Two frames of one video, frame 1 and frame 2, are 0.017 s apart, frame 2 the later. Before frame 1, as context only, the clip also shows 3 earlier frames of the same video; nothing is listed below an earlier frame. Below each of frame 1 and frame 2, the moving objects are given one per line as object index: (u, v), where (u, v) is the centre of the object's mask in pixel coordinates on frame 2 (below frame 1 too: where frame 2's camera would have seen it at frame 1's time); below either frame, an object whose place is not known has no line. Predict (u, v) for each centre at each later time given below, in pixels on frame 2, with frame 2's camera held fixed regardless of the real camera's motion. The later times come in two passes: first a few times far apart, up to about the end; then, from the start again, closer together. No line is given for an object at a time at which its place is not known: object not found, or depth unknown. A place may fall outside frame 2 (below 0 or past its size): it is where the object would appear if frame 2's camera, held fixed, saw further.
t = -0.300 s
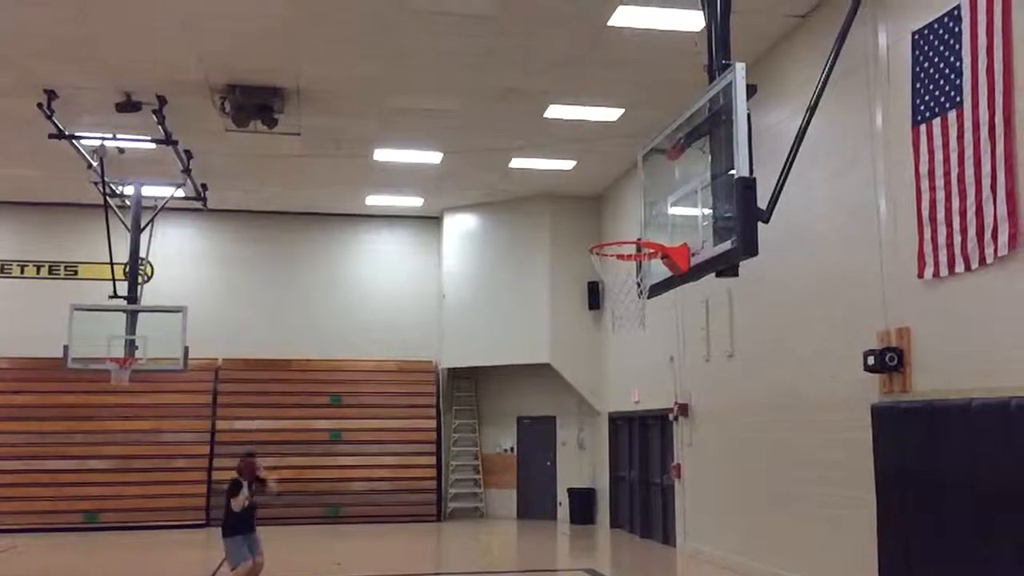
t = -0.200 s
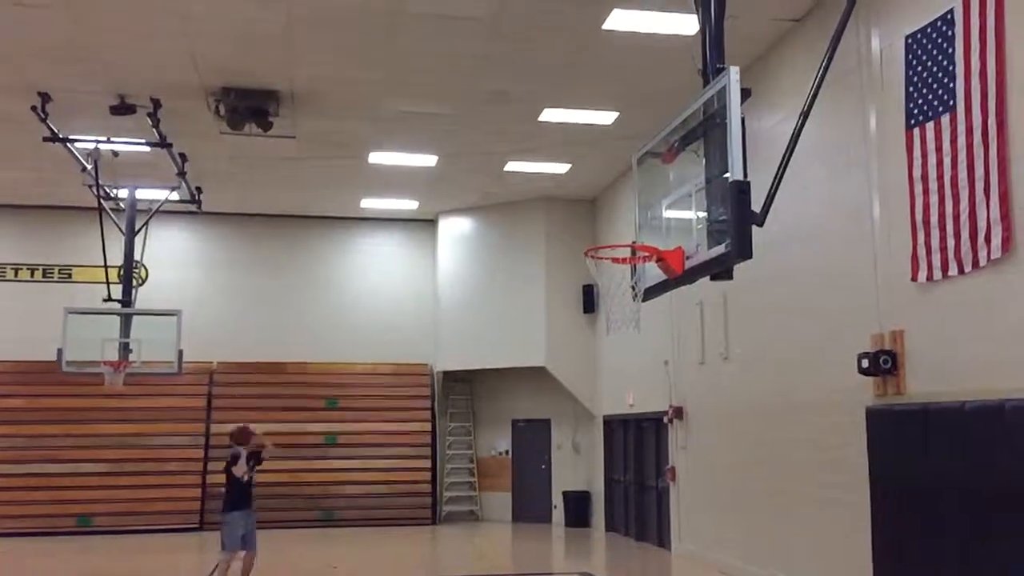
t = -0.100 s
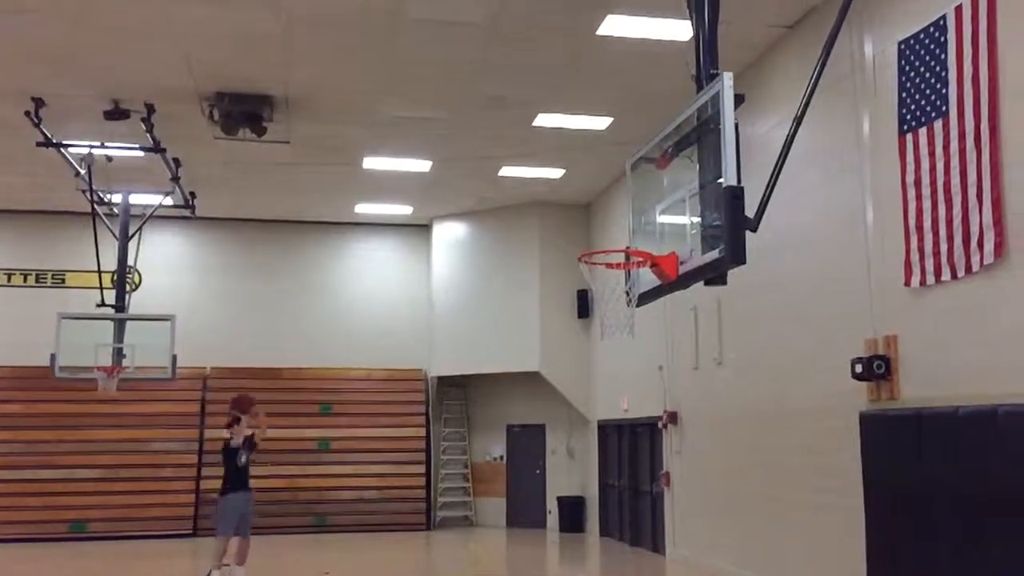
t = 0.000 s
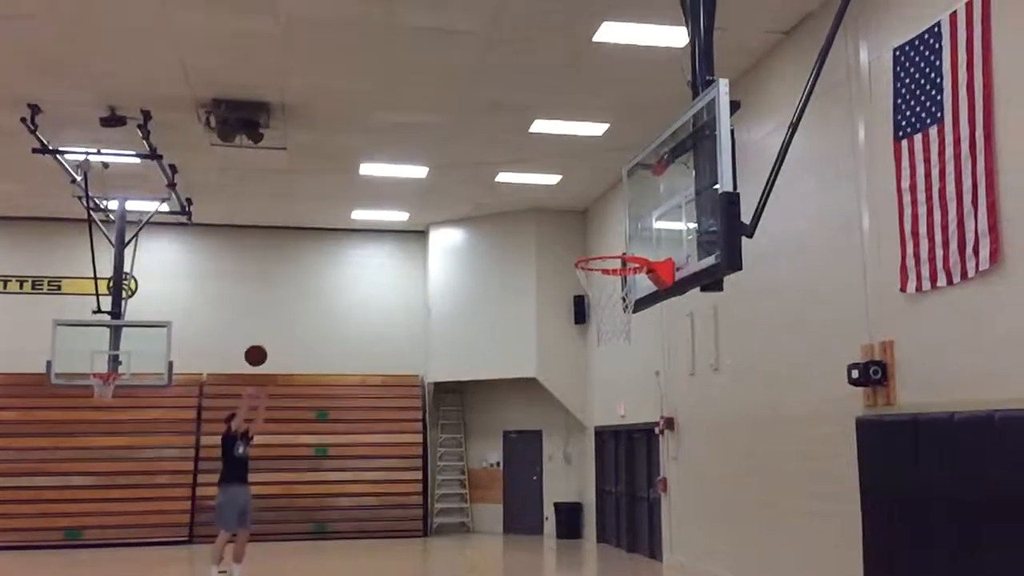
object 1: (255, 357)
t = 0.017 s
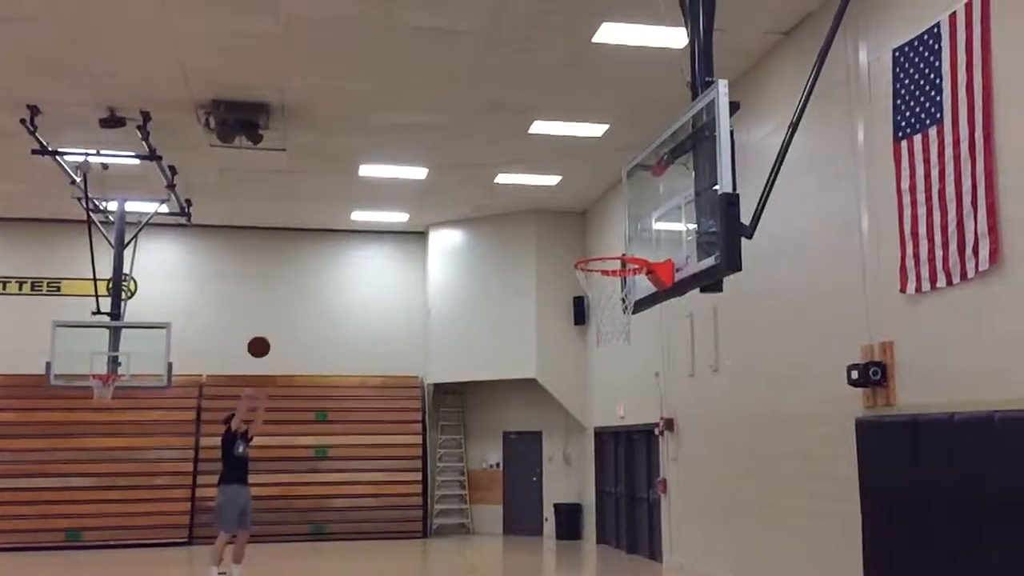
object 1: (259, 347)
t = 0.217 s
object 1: (302, 246)
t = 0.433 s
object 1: (354, 166)
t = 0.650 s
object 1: (416, 125)
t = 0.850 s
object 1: (482, 129)
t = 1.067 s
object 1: (572, 197)
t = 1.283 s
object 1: (597, 296)
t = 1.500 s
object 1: (586, 333)
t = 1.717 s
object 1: (580, 445)
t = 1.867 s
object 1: (576, 559)
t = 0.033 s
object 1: (262, 338)
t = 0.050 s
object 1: (266, 328)
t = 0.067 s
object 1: (269, 319)
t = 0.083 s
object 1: (273, 310)
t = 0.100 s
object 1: (276, 302)
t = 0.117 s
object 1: (280, 293)
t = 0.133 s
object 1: (284, 285)
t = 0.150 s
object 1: (287, 276)
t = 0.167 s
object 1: (291, 268)
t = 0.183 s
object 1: (295, 261)
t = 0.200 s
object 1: (299, 253)
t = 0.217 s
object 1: (302, 246)
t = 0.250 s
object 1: (310, 231)
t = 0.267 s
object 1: (314, 225)
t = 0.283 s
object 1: (318, 218)
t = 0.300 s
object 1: (322, 211)
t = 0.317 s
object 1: (326, 204)
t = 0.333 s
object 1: (330, 198)
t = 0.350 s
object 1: (334, 192)
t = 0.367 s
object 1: (338, 187)
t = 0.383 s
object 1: (342, 181)
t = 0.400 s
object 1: (346, 176)
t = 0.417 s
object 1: (350, 171)
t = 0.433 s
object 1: (354, 166)
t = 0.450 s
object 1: (359, 162)
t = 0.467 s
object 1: (363, 156)
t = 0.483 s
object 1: (368, 152)
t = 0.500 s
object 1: (372, 149)
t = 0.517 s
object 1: (377, 145)
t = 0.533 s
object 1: (382, 141)
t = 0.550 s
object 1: (386, 138)
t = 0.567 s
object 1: (391, 135)
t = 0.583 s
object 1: (396, 132)
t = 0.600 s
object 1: (401, 131)
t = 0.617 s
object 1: (406, 128)
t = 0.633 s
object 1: (411, 126)
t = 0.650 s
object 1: (416, 125)
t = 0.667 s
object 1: (421, 124)
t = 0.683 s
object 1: (426, 122)
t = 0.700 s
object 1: (431, 121)
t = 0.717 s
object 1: (437, 121)
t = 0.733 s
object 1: (442, 121)
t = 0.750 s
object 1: (447, 121)
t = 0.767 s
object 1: (453, 122)
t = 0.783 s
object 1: (459, 122)
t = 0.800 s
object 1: (465, 124)
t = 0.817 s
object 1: (470, 125)
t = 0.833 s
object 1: (476, 127)
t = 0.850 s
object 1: (482, 129)
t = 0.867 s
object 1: (488, 131)
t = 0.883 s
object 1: (495, 135)
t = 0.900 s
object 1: (500, 138)
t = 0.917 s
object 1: (507, 142)
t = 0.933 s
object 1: (513, 147)
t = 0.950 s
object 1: (520, 152)
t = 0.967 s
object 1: (527, 156)
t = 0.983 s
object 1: (535, 161)
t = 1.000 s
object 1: (542, 168)
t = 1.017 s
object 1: (549, 174)
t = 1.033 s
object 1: (556, 182)
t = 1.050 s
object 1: (564, 190)
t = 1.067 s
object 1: (572, 197)
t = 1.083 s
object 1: (580, 207)
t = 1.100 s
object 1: (588, 215)
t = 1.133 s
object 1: (604, 236)
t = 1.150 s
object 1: (613, 244)
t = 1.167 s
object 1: (621, 249)
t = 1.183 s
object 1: (616, 266)
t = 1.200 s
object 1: (612, 275)
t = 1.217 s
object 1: (608, 283)
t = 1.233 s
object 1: (606, 290)
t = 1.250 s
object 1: (603, 292)
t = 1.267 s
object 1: (599, 294)
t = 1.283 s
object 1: (597, 296)
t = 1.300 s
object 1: (598, 299)
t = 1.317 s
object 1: (602, 305)
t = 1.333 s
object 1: (597, 304)
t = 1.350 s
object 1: (597, 306)
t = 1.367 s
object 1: (594, 308)
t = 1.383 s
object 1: (593, 309)
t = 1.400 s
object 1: (592, 311)
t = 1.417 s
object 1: (590, 314)
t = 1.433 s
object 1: (590, 317)
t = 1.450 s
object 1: (589, 321)
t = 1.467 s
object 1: (588, 324)
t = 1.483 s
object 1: (587, 329)
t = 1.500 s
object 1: (586, 333)
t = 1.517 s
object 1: (587, 343)
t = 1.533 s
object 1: (587, 349)
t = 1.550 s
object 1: (586, 356)
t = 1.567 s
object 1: (586, 363)
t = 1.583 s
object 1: (585, 370)
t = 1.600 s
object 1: (585, 378)
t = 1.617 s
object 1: (584, 386)
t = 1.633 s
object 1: (584, 395)
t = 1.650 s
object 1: (582, 404)
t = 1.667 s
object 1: (583, 414)
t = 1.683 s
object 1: (582, 424)
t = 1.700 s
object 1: (581, 434)
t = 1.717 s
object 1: (580, 445)
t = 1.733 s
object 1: (580, 457)
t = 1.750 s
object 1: (580, 469)
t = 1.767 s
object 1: (579, 481)
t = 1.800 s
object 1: (579, 507)
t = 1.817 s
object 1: (579, 522)
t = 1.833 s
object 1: (579, 536)
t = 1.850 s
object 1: (578, 549)
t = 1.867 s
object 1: (576, 559)
